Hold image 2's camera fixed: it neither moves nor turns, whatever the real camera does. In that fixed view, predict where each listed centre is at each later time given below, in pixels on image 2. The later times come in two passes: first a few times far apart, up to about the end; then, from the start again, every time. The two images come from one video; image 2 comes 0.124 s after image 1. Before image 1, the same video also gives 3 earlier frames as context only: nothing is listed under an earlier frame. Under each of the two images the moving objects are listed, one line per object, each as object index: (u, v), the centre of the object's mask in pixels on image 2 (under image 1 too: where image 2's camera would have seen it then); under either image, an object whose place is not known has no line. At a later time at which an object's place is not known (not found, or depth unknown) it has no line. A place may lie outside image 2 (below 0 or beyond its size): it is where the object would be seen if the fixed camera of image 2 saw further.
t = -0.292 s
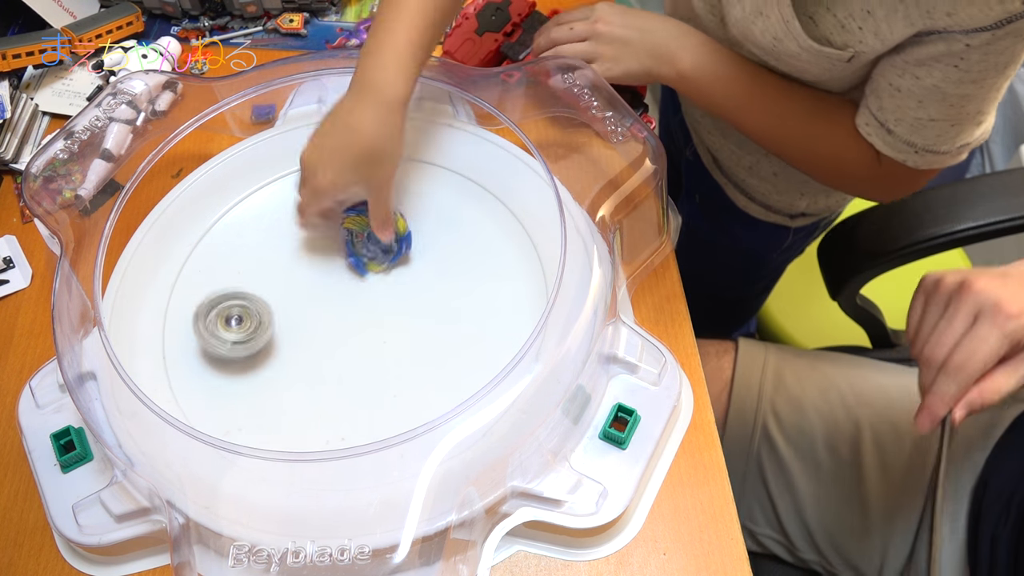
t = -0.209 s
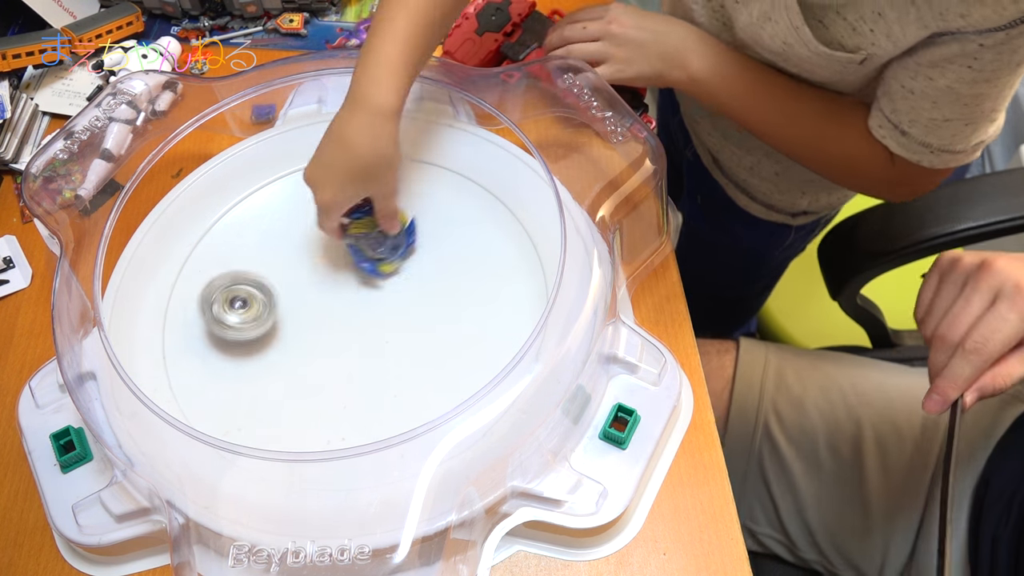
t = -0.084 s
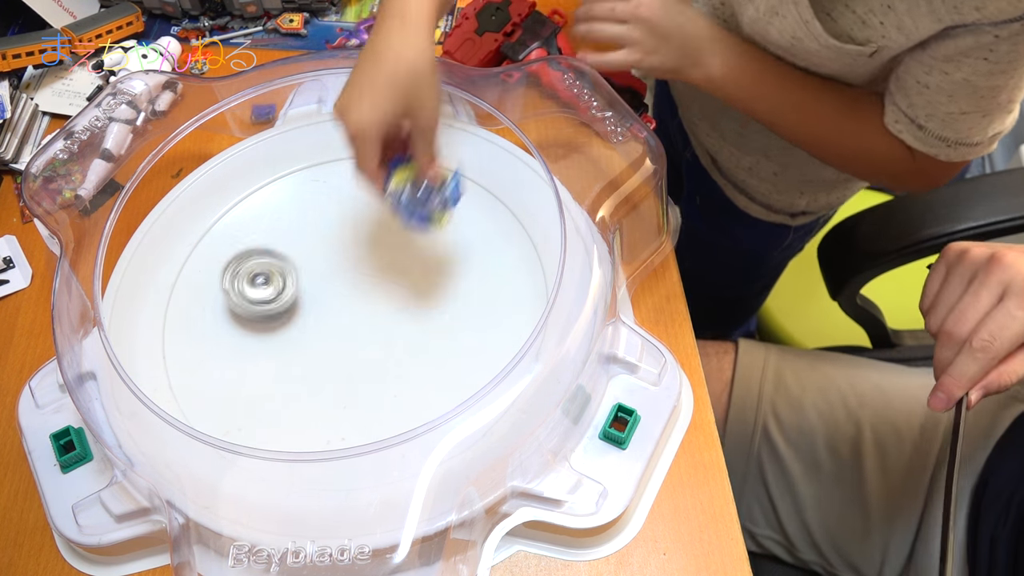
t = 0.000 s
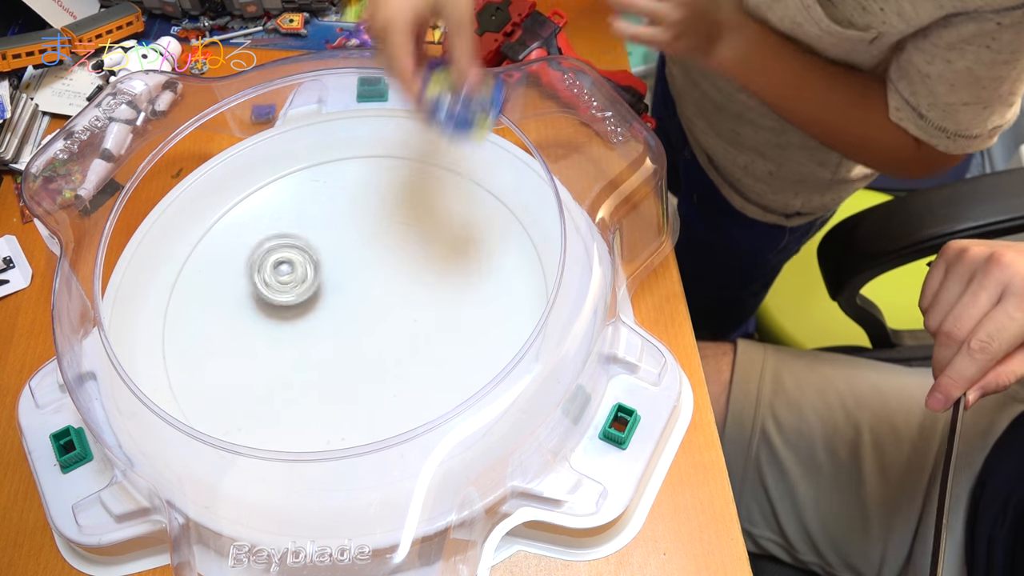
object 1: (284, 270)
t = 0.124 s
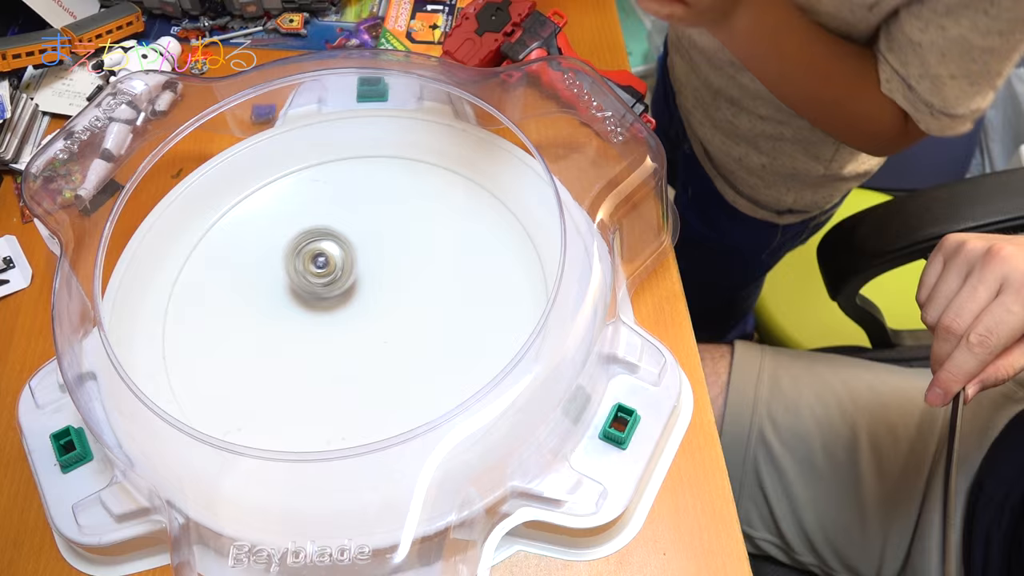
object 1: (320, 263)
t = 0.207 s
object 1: (344, 265)
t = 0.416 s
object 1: (384, 299)
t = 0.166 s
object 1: (333, 264)
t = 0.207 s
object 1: (344, 265)
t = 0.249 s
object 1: (354, 271)
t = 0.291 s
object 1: (364, 275)
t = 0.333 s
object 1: (372, 281)
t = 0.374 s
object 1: (380, 290)
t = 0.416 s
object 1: (384, 299)
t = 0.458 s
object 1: (388, 307)
